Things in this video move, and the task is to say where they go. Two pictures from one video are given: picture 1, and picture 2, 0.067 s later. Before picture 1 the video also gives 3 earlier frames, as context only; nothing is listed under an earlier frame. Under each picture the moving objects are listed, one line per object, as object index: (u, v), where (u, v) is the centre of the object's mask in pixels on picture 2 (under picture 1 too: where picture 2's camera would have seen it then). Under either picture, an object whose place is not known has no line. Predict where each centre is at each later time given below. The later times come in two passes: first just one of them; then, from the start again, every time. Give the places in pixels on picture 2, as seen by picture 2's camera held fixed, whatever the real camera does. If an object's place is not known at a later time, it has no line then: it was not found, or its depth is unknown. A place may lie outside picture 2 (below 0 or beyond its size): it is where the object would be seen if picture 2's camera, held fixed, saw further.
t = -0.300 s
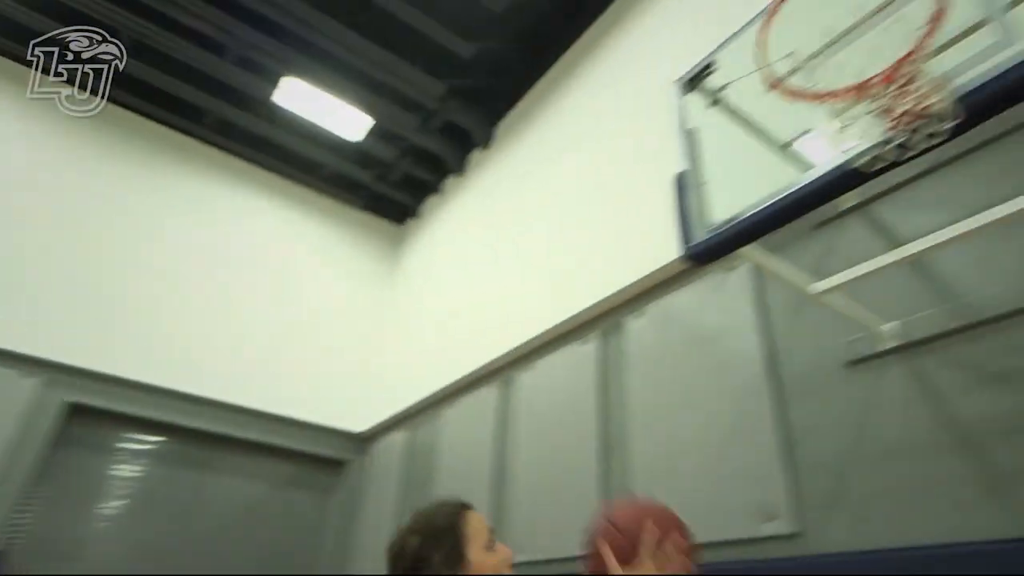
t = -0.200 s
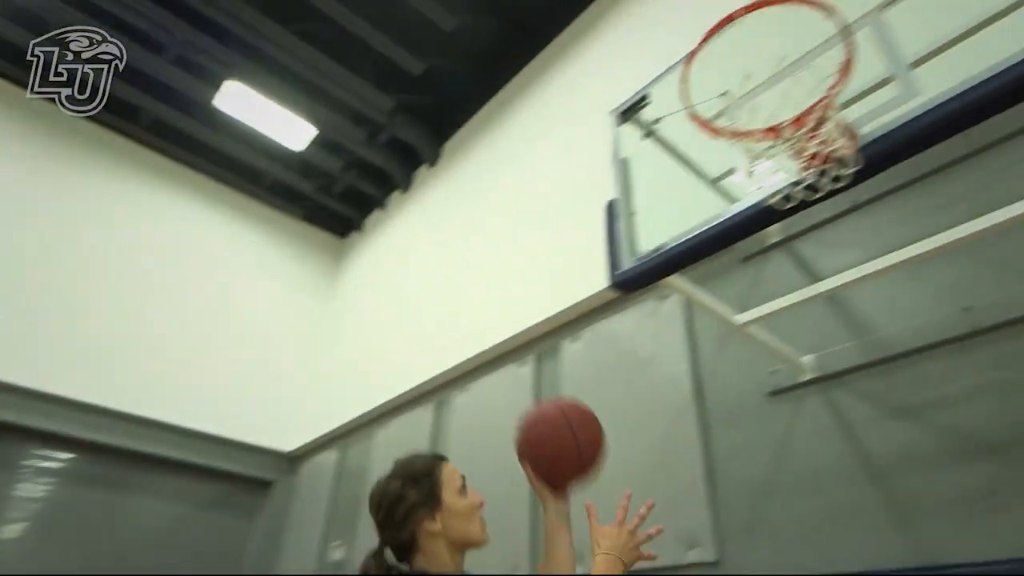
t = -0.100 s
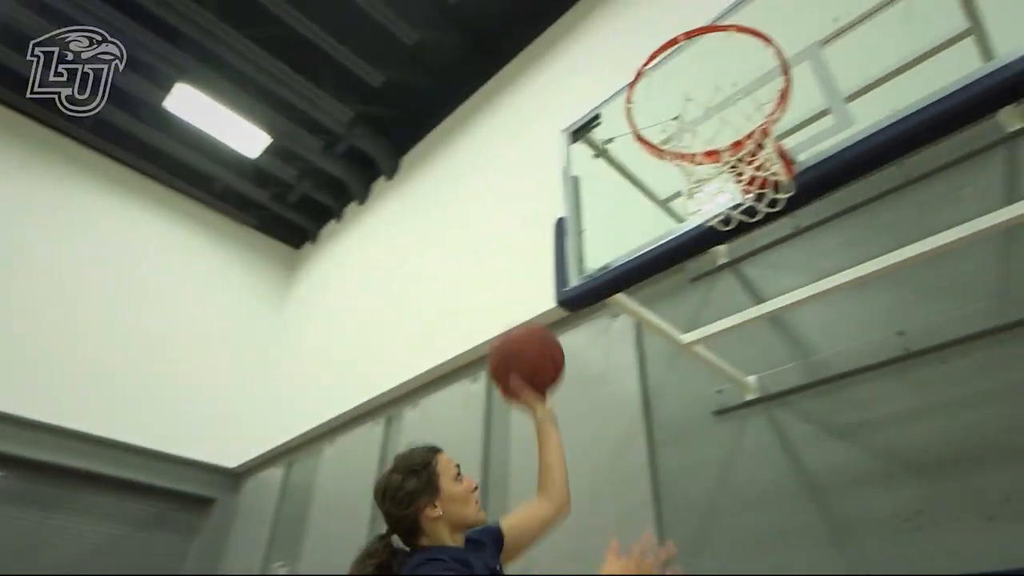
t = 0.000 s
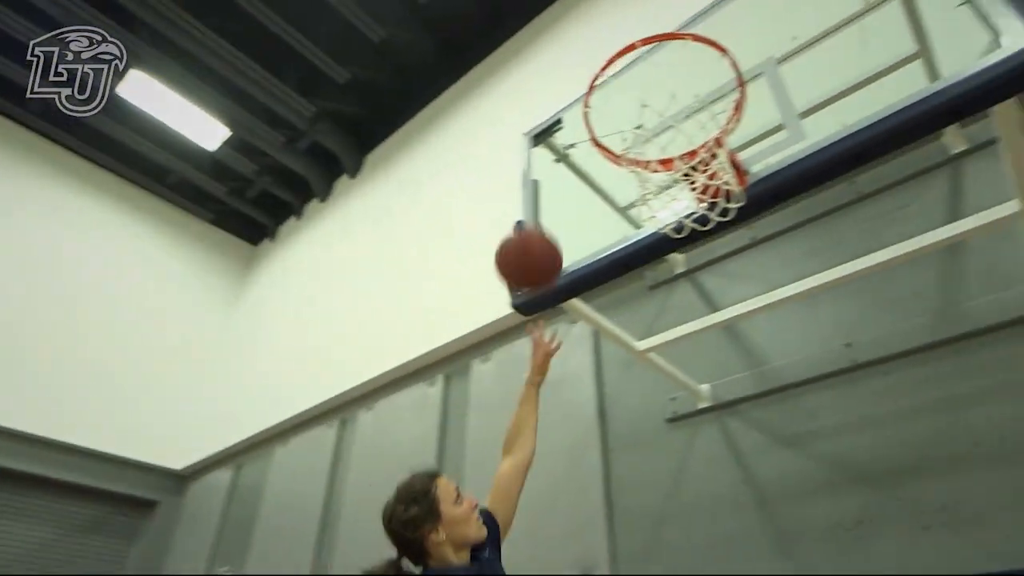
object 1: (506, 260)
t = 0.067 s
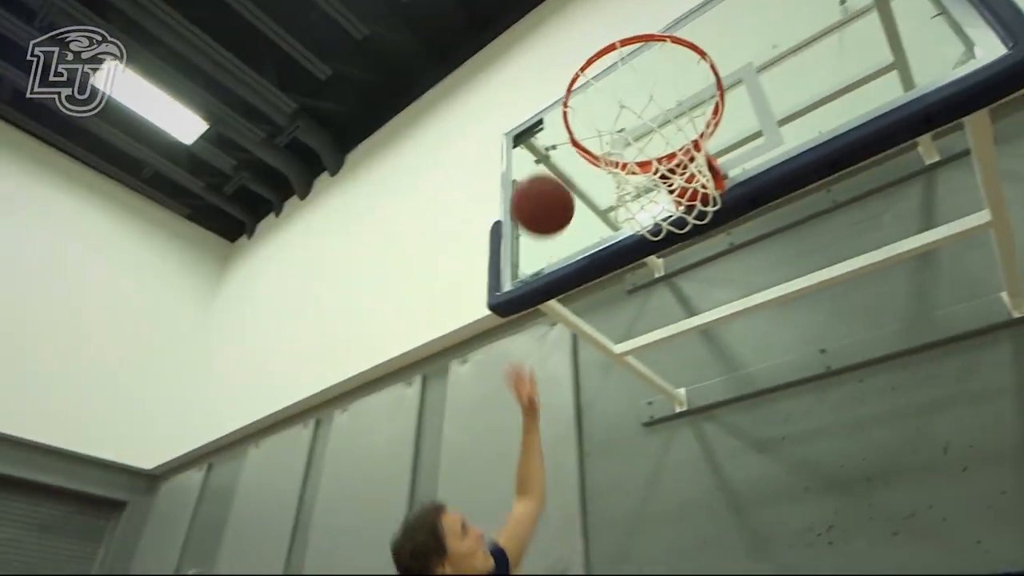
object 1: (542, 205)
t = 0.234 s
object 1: (618, 121)
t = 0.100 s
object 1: (559, 182)
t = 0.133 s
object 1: (570, 168)
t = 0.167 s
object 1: (589, 145)
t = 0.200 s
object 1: (607, 130)
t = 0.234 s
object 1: (618, 121)
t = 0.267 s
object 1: (620, 108)
